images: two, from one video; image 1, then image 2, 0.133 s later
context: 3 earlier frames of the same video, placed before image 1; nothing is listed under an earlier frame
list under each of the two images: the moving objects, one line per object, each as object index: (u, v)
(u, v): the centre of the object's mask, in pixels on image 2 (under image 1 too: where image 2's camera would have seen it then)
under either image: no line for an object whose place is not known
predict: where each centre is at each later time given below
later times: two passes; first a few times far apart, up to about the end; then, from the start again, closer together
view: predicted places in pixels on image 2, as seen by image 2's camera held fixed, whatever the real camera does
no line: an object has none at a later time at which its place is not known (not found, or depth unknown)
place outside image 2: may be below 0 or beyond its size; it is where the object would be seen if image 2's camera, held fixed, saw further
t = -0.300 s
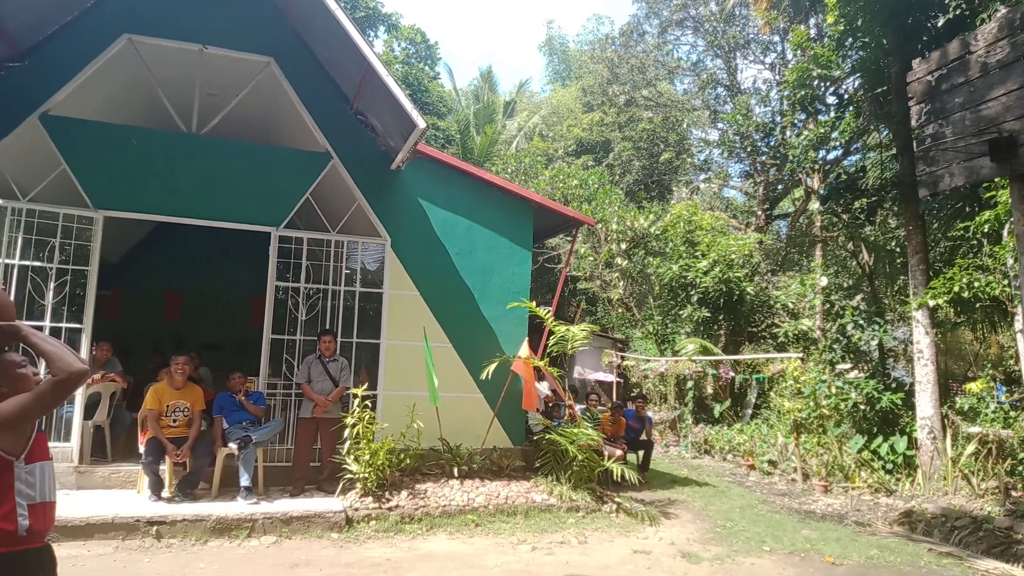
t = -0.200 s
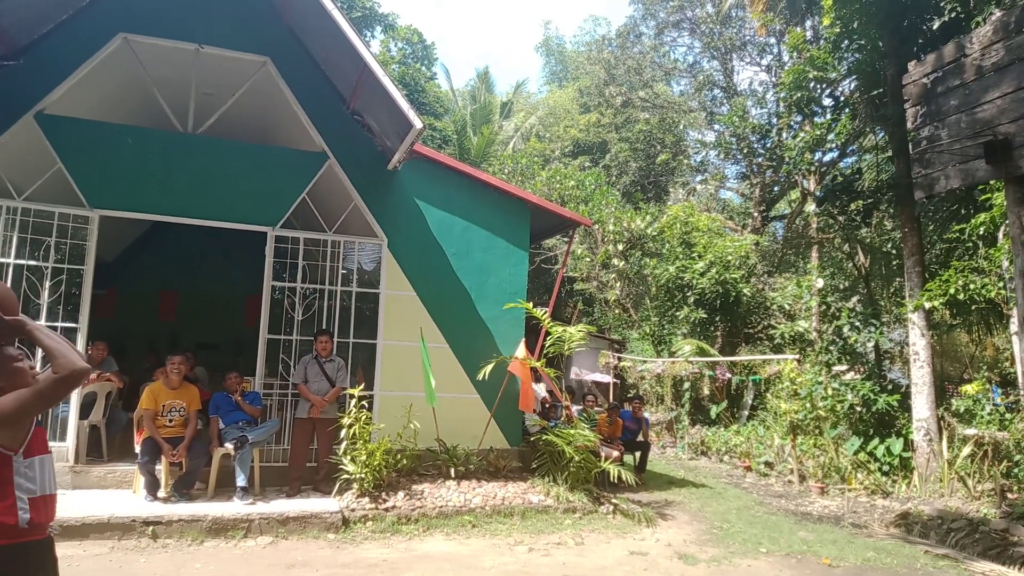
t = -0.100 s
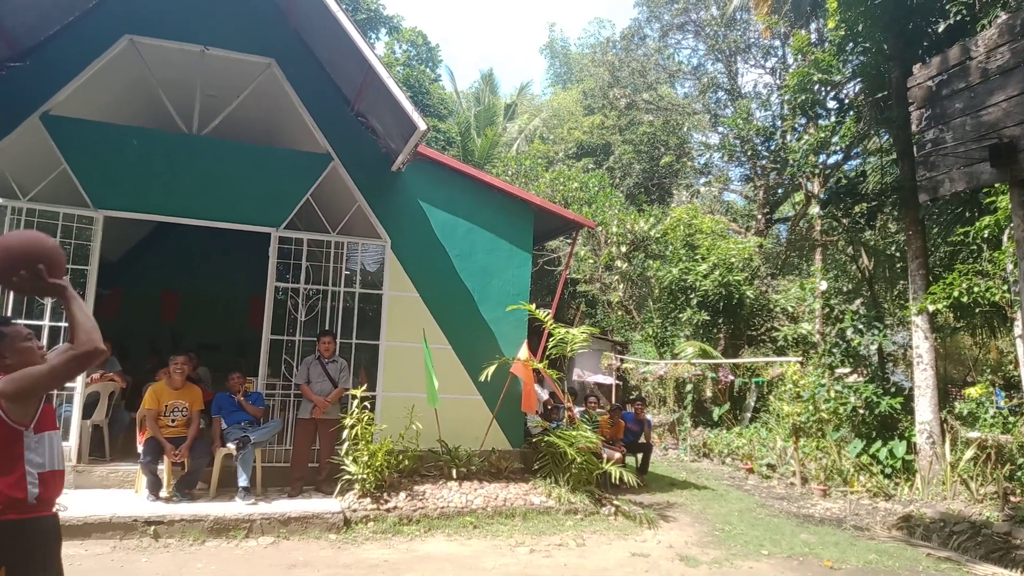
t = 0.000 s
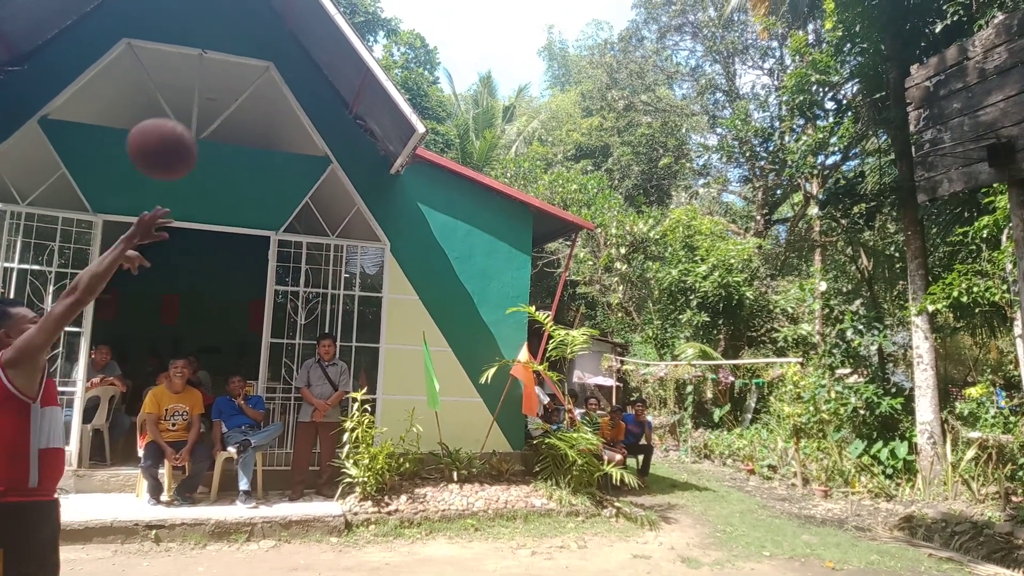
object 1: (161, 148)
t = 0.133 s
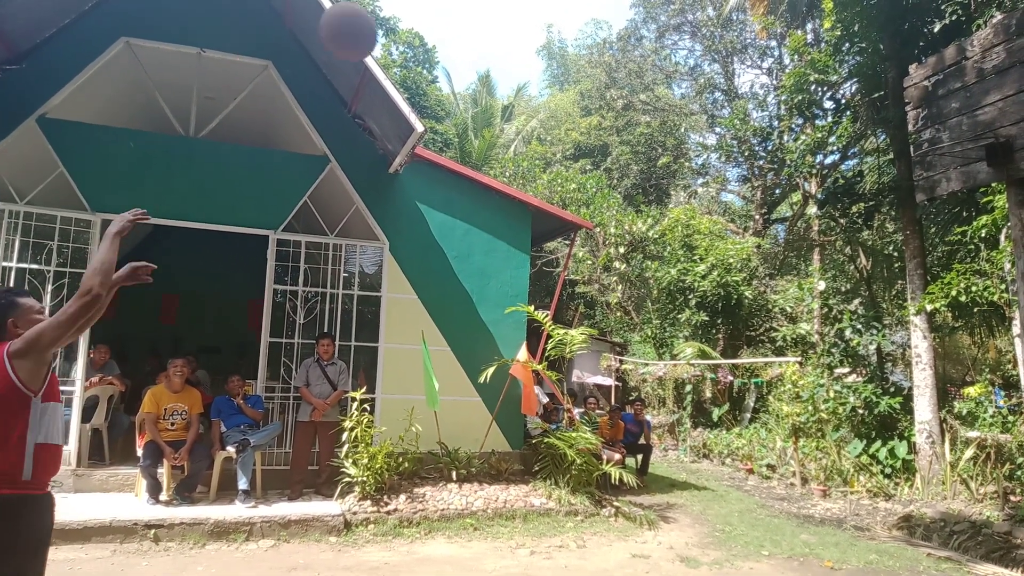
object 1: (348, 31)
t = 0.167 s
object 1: (391, 18)
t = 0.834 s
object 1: (906, 78)
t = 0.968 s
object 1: (974, 164)
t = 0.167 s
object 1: (391, 18)
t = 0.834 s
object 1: (906, 78)
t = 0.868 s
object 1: (923, 98)
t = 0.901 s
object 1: (941, 118)
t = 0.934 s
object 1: (958, 140)
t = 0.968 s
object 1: (974, 164)
